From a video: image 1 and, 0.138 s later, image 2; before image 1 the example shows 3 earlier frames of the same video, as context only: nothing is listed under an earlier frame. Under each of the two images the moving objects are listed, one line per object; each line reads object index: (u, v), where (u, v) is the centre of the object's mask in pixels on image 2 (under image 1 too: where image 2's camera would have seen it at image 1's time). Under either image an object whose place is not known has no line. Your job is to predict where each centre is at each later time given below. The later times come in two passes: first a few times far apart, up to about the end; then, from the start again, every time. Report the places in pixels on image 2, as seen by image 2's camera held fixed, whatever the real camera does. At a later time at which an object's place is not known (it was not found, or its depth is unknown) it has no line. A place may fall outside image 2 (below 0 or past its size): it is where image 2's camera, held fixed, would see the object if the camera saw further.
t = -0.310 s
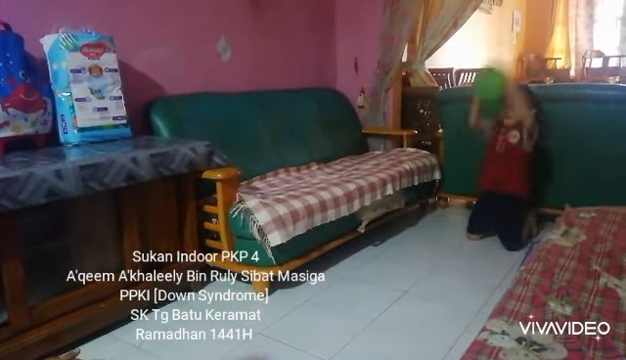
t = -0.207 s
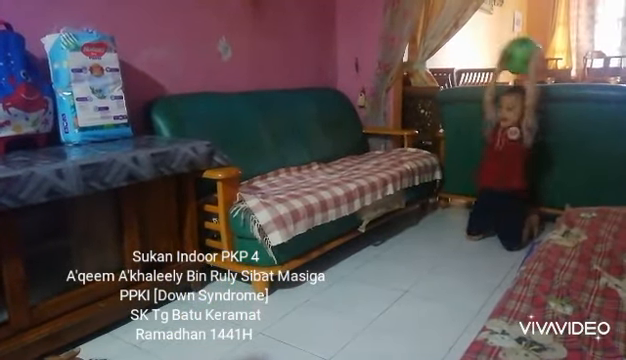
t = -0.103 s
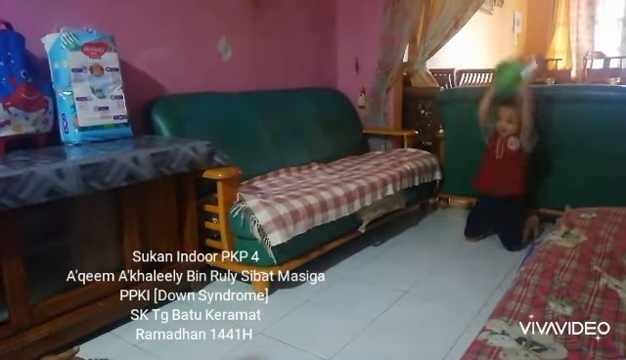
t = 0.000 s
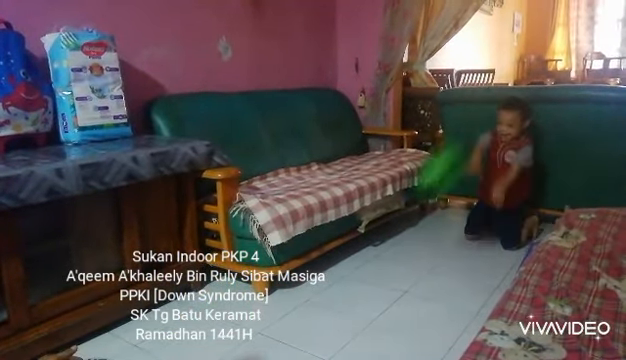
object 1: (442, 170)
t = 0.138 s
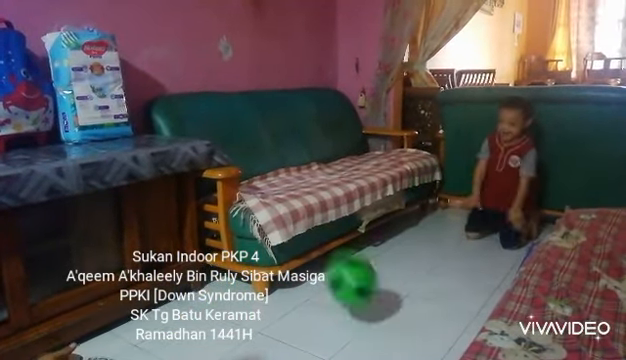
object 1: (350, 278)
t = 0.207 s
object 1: (326, 245)
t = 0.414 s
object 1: (235, 203)
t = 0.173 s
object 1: (338, 259)
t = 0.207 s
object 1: (326, 245)
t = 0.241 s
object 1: (316, 234)
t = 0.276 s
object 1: (301, 219)
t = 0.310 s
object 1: (286, 211)
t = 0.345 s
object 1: (267, 204)
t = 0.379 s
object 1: (253, 202)
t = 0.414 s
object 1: (235, 203)
